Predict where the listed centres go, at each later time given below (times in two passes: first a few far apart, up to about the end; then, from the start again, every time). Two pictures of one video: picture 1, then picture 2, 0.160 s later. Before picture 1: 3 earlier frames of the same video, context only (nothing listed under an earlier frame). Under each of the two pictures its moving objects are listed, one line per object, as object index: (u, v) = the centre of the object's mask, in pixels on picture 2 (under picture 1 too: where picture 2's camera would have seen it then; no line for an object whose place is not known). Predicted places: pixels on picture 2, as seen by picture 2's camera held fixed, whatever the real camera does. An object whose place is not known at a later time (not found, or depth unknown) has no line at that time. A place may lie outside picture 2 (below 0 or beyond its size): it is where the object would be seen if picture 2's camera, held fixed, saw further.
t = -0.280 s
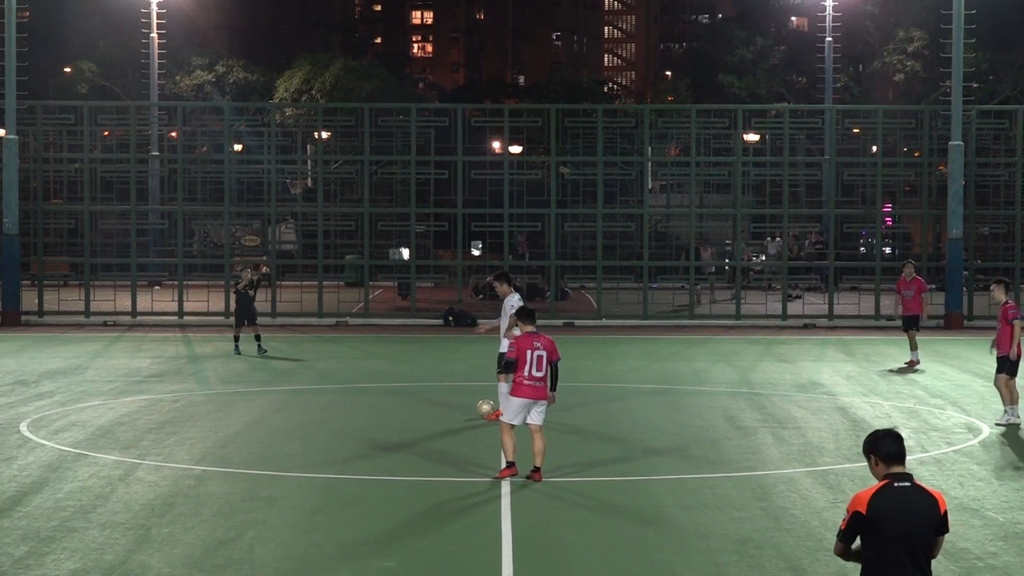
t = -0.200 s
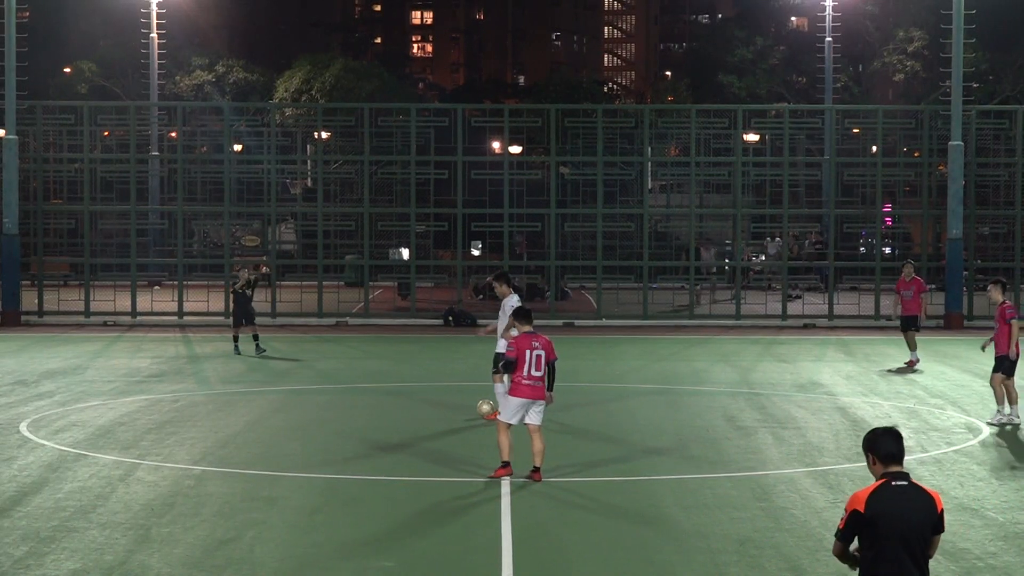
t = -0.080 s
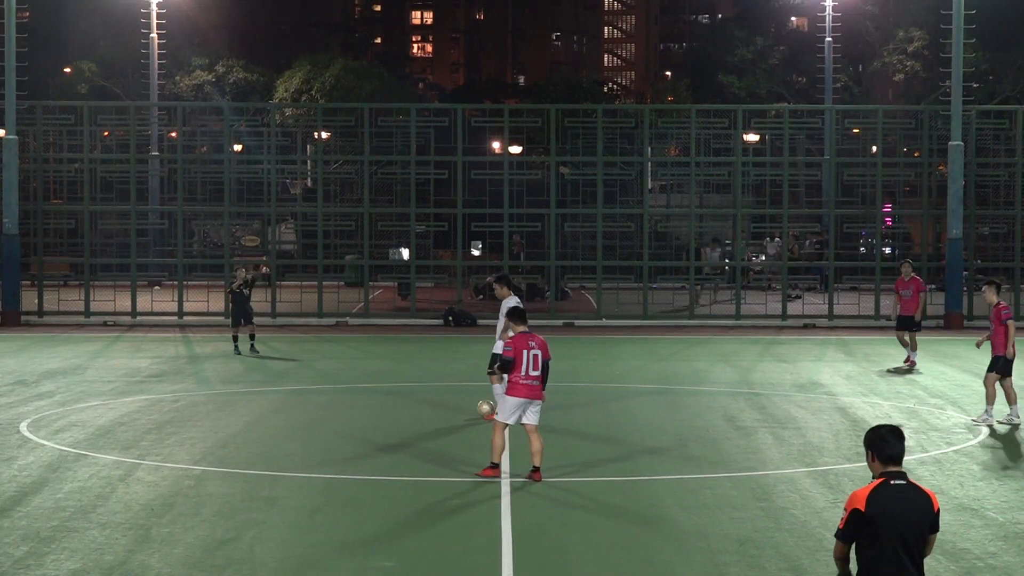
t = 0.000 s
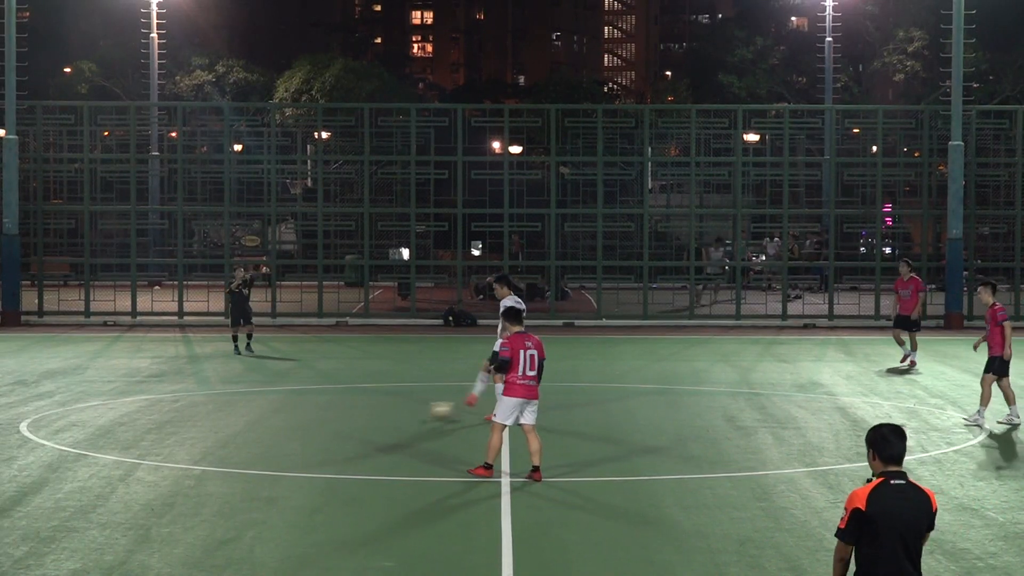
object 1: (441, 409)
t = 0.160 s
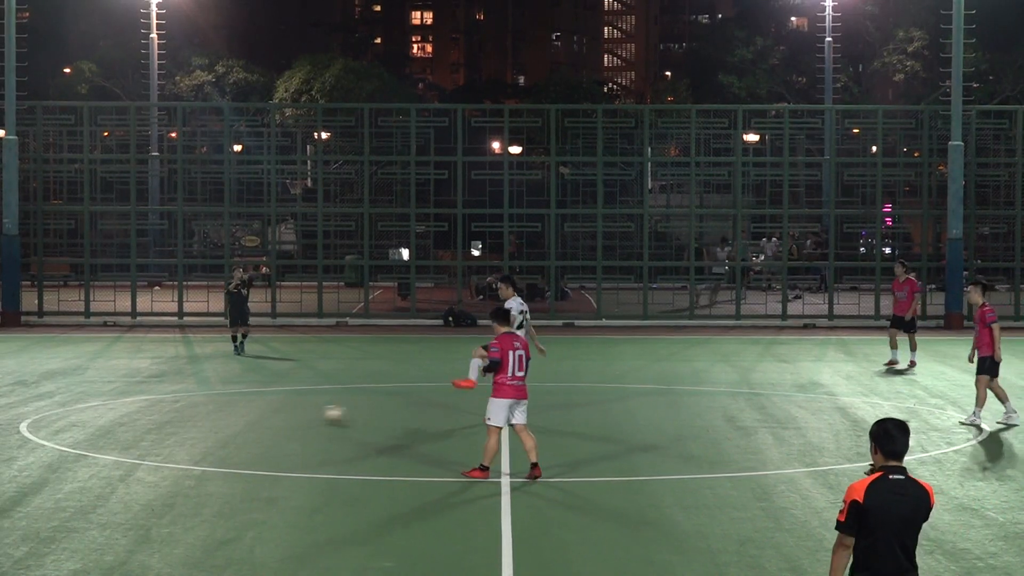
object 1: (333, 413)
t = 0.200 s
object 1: (309, 416)
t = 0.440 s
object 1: (181, 421)
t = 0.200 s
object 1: (309, 416)
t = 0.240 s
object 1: (287, 416)
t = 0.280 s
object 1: (264, 417)
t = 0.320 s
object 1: (242, 419)
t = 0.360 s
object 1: (222, 419)
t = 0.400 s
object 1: (202, 420)
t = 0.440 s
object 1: (181, 421)
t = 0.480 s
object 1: (161, 422)
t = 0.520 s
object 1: (141, 423)
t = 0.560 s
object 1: (121, 424)
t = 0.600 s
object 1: (99, 425)
